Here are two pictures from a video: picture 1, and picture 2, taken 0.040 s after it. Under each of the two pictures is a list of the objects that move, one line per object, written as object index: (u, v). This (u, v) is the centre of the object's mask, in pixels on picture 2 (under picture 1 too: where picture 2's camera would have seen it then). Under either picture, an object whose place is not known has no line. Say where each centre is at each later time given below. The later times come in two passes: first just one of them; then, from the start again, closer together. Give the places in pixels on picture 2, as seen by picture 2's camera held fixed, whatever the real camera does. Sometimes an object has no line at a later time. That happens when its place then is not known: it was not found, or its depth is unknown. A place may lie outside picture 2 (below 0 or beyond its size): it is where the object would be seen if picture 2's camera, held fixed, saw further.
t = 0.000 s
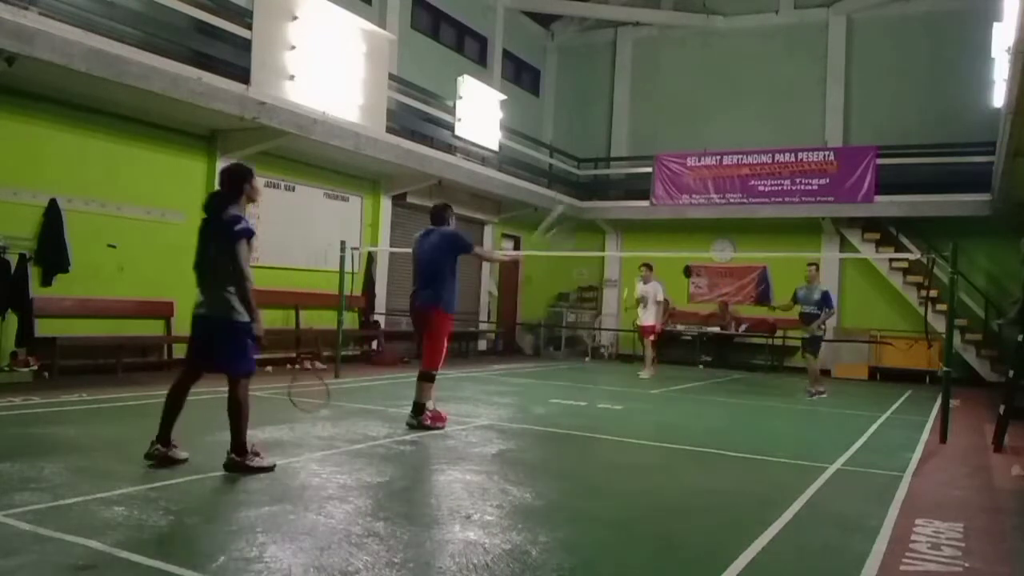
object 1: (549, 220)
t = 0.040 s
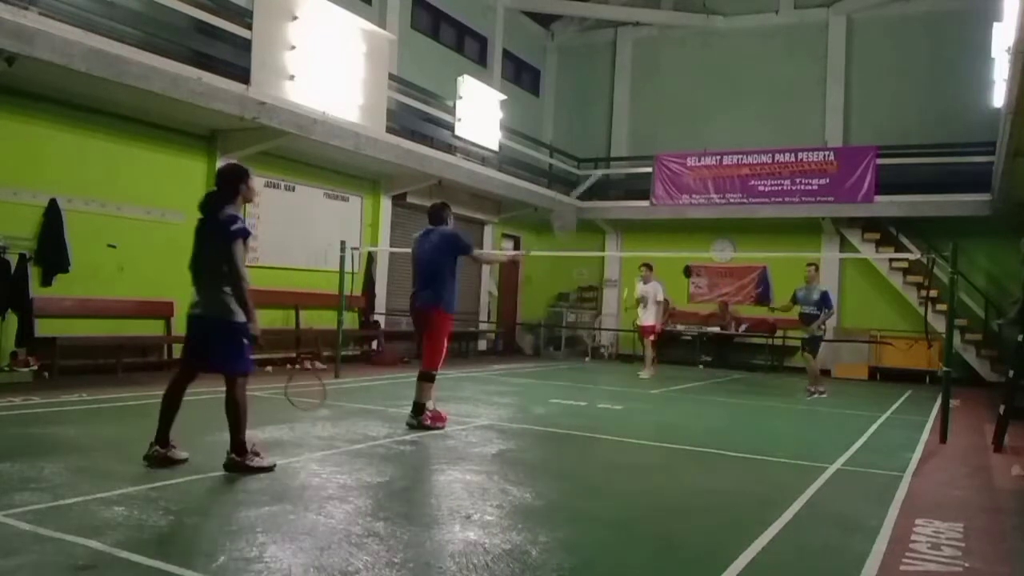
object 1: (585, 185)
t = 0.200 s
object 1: (682, 103)
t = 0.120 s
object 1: (643, 135)
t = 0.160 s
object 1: (664, 117)
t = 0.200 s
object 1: (682, 103)
